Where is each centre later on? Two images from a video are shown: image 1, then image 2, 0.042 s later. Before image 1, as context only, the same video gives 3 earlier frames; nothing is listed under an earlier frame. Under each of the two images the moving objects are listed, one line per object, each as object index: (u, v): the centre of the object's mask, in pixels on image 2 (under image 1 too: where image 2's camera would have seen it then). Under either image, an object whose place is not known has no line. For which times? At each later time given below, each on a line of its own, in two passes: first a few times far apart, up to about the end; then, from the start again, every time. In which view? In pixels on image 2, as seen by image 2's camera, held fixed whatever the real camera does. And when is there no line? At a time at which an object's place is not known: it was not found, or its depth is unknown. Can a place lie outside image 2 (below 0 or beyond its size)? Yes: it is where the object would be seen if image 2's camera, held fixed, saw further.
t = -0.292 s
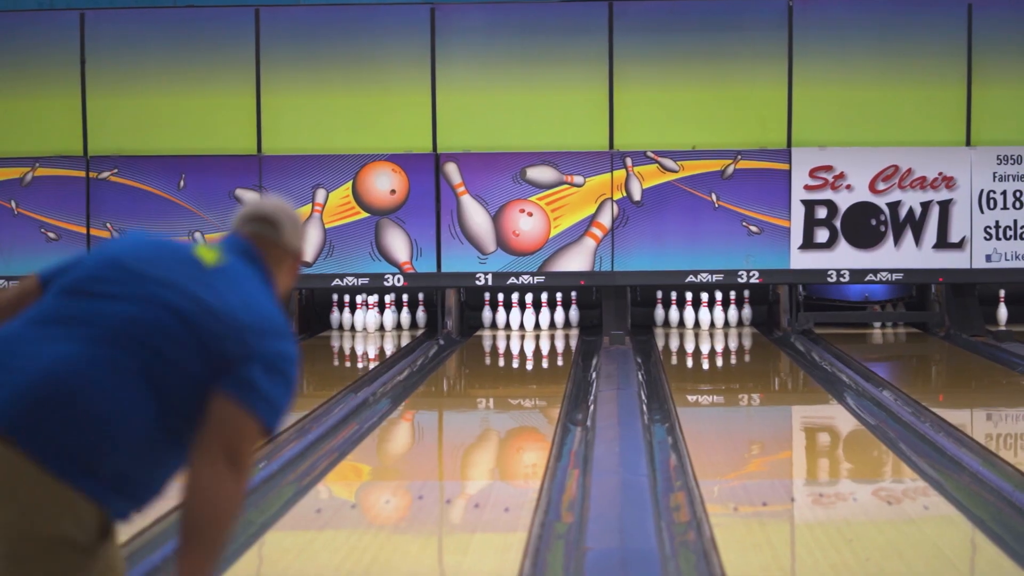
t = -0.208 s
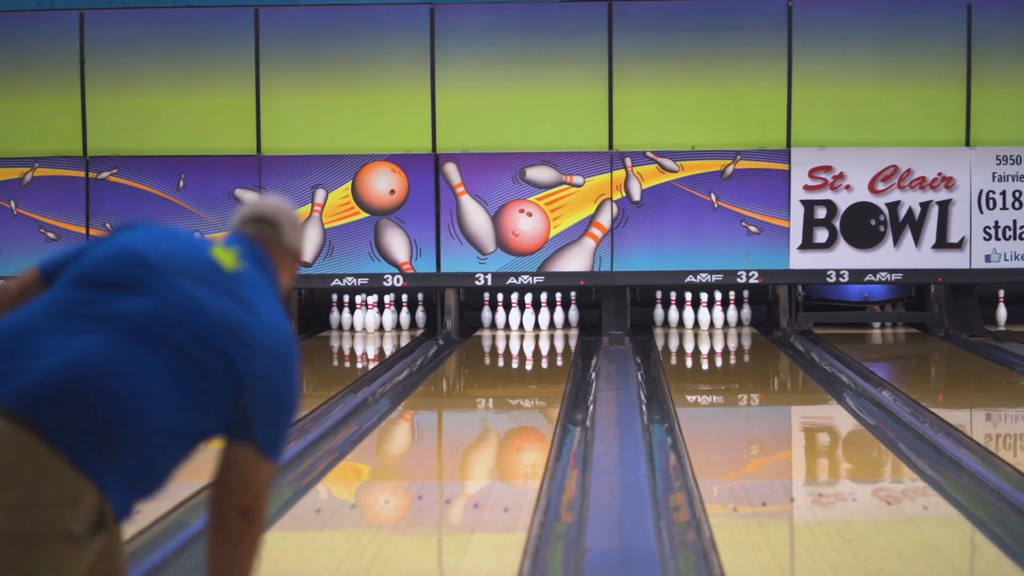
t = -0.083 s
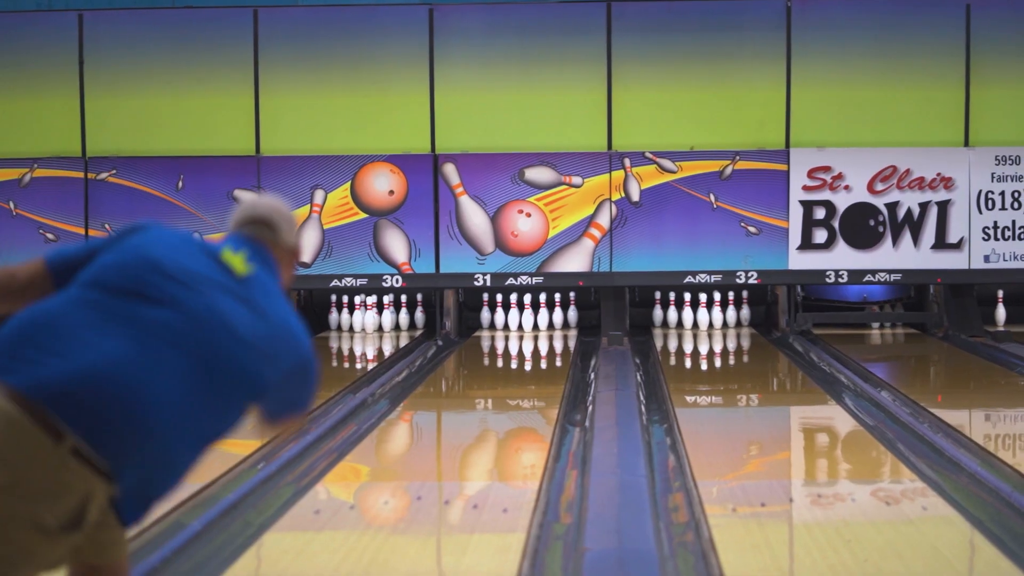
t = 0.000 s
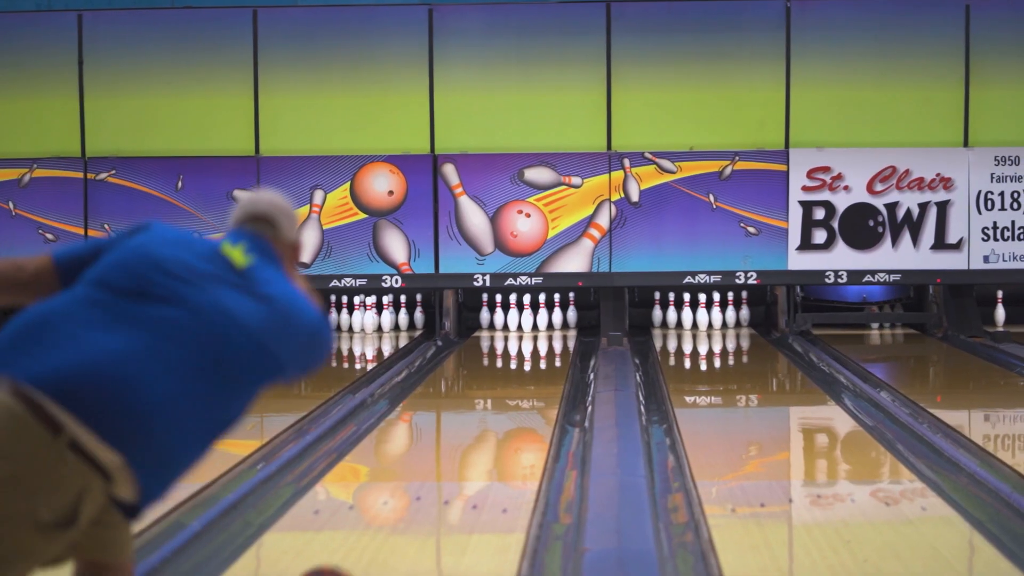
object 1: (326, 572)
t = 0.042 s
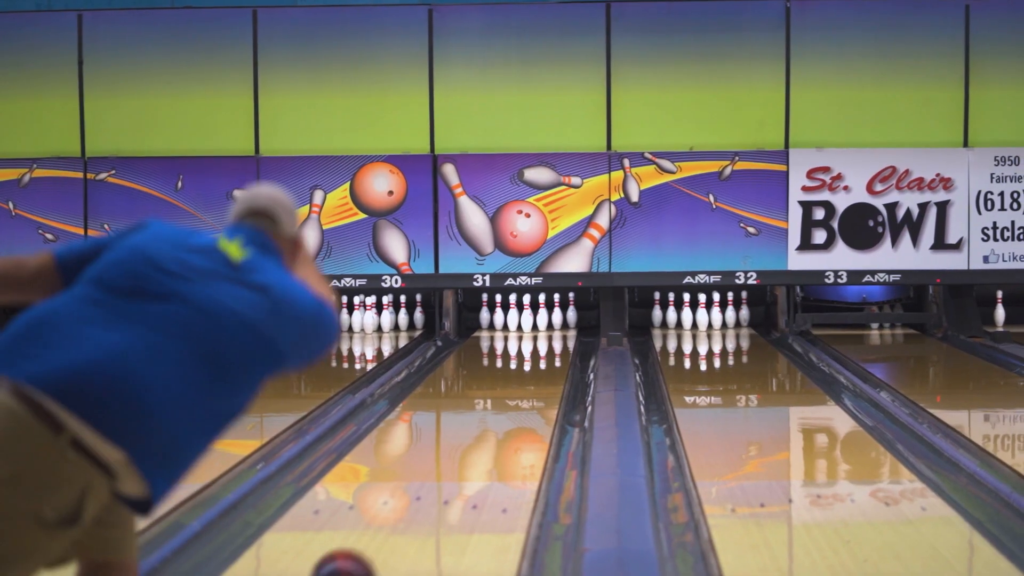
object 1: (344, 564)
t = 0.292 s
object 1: (426, 499)
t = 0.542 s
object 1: (477, 446)
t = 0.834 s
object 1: (516, 405)
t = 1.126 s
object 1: (538, 376)
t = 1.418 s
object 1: (548, 354)
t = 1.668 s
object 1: (546, 340)
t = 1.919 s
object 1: (535, 329)
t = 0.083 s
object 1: (360, 557)
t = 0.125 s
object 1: (376, 548)
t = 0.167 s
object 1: (390, 535)
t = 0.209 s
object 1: (403, 521)
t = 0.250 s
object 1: (415, 510)
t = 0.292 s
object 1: (426, 499)
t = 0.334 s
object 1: (436, 488)
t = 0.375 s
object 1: (445, 479)
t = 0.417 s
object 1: (454, 470)
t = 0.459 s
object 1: (462, 461)
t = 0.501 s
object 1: (470, 454)
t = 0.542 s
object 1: (477, 446)
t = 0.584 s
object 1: (484, 439)
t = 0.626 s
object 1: (490, 433)
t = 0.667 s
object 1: (496, 427)
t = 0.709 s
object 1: (501, 421)
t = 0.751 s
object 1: (506, 415)
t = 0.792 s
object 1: (511, 410)
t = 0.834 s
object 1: (516, 405)
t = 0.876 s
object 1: (520, 400)
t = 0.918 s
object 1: (524, 396)
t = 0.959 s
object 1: (527, 391)
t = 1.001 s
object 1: (530, 387)
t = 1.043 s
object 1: (533, 383)
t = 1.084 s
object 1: (536, 380)
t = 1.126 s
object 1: (538, 376)
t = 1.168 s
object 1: (540, 372)
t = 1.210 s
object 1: (542, 369)
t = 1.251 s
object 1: (543, 365)
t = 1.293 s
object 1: (545, 362)
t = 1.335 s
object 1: (546, 359)
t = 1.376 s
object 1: (547, 357)
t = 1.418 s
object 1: (548, 354)
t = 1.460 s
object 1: (548, 352)
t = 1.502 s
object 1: (548, 349)
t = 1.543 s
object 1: (548, 346)
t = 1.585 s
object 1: (548, 344)
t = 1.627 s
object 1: (547, 342)
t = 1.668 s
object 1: (546, 340)
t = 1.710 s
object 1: (545, 338)
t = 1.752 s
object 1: (543, 336)
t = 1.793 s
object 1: (541, 334)
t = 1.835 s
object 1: (540, 333)
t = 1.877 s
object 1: (538, 331)
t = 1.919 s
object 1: (535, 329)
